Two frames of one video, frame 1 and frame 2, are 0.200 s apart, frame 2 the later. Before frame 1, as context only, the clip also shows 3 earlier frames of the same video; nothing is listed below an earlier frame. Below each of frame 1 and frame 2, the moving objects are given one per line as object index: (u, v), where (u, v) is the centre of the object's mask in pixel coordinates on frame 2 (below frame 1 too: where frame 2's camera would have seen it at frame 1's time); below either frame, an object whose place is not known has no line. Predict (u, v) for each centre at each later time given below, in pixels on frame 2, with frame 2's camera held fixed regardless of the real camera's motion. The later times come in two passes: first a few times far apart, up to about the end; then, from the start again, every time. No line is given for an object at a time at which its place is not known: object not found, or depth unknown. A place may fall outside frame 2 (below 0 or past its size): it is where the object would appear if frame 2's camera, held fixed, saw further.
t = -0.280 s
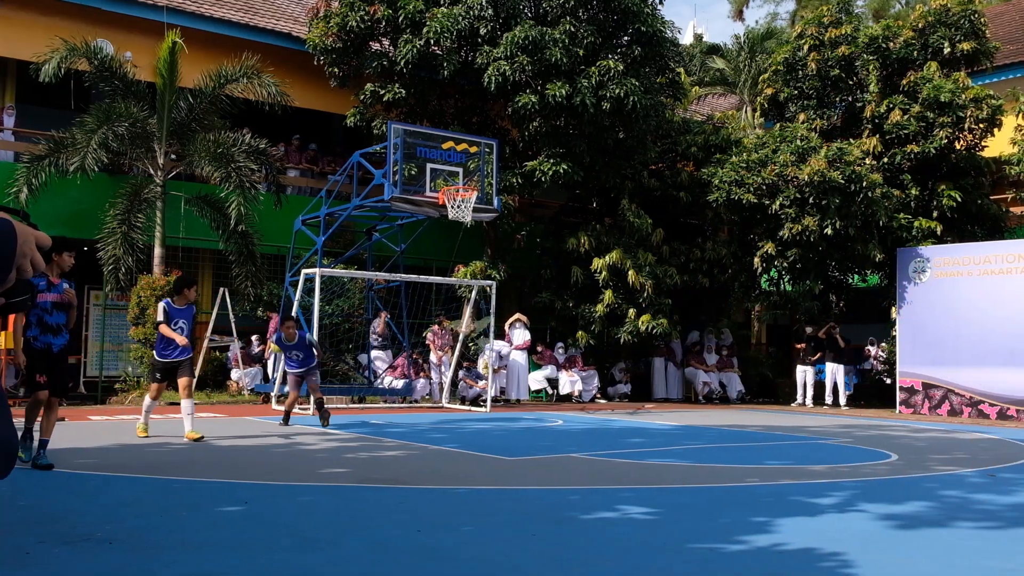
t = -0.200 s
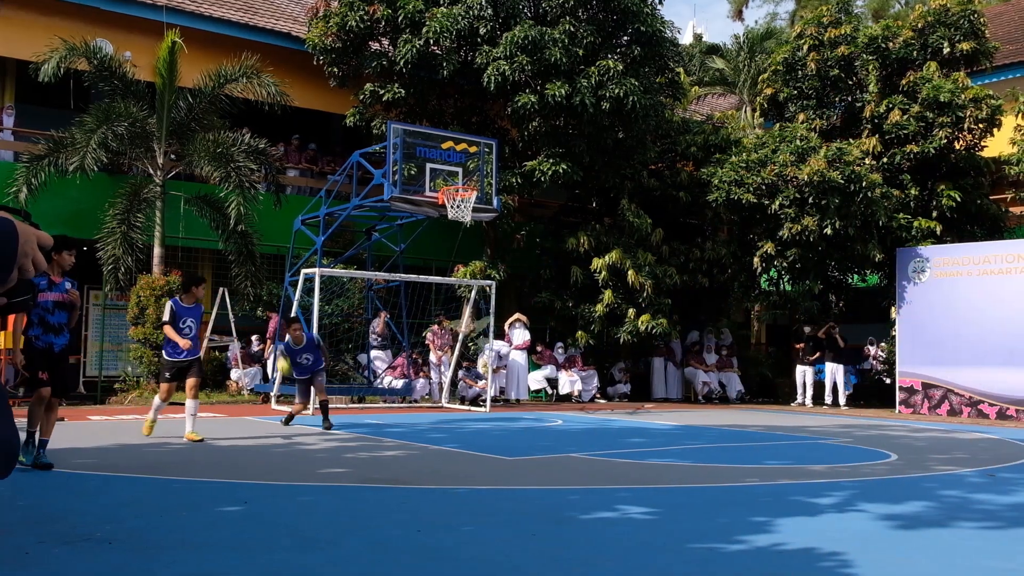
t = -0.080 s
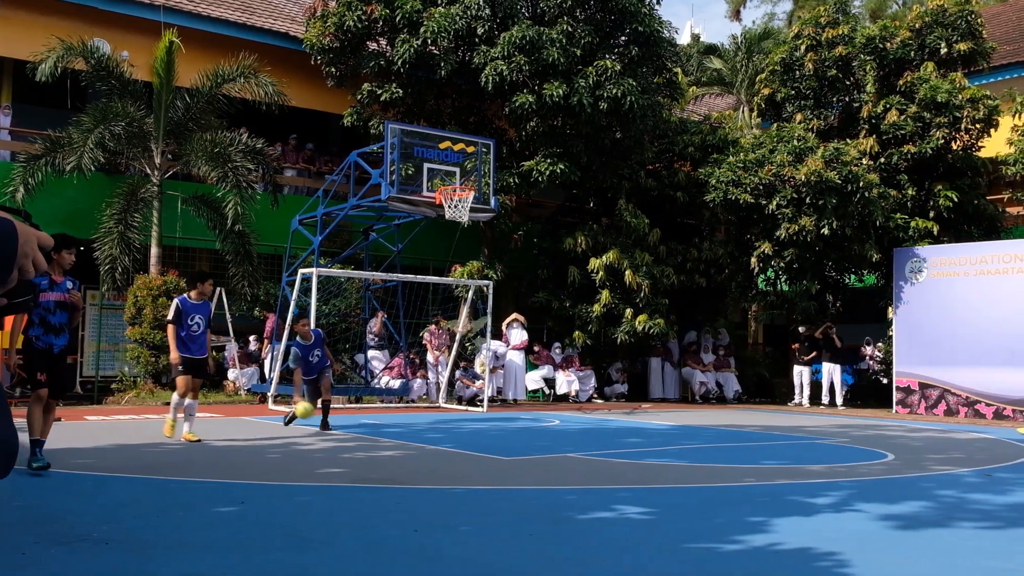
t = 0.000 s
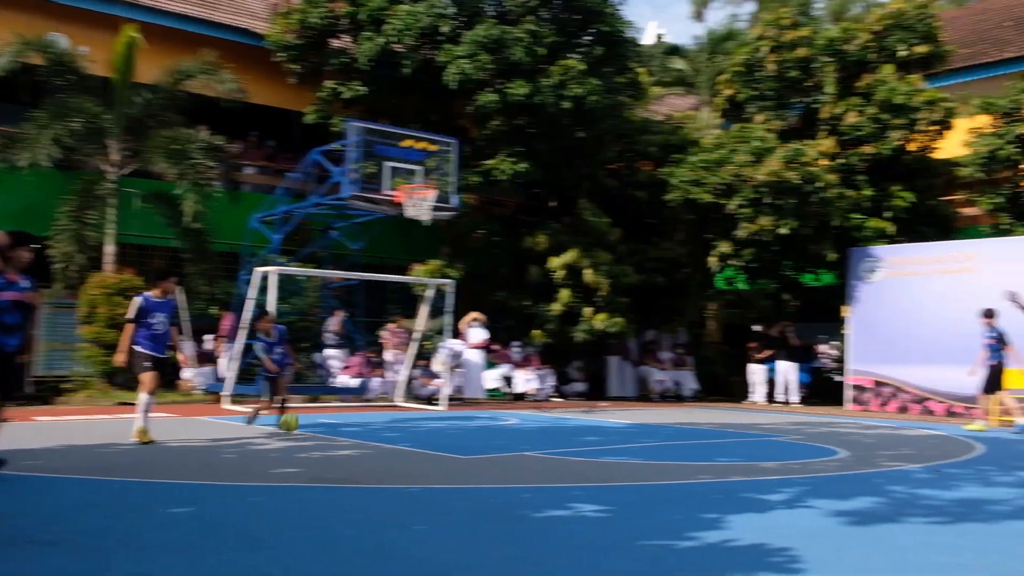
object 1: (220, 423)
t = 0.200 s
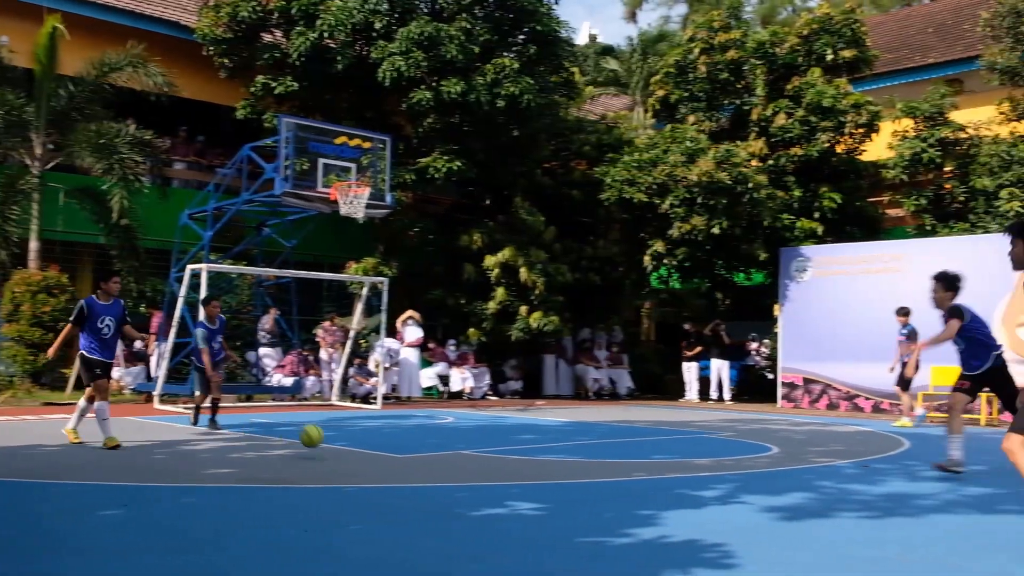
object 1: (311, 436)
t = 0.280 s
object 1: (355, 451)
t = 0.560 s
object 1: (548, 488)
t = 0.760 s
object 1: (771, 534)
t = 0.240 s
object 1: (333, 441)
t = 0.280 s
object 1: (355, 451)
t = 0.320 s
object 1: (379, 461)
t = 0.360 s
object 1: (402, 462)
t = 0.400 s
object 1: (426, 465)
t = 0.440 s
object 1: (452, 471)
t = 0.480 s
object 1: (482, 481)
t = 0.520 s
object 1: (513, 485)
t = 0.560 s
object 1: (548, 488)
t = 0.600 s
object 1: (584, 496)
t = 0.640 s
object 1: (625, 507)
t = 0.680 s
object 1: (667, 517)
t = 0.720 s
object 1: (717, 523)
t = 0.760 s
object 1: (771, 534)
